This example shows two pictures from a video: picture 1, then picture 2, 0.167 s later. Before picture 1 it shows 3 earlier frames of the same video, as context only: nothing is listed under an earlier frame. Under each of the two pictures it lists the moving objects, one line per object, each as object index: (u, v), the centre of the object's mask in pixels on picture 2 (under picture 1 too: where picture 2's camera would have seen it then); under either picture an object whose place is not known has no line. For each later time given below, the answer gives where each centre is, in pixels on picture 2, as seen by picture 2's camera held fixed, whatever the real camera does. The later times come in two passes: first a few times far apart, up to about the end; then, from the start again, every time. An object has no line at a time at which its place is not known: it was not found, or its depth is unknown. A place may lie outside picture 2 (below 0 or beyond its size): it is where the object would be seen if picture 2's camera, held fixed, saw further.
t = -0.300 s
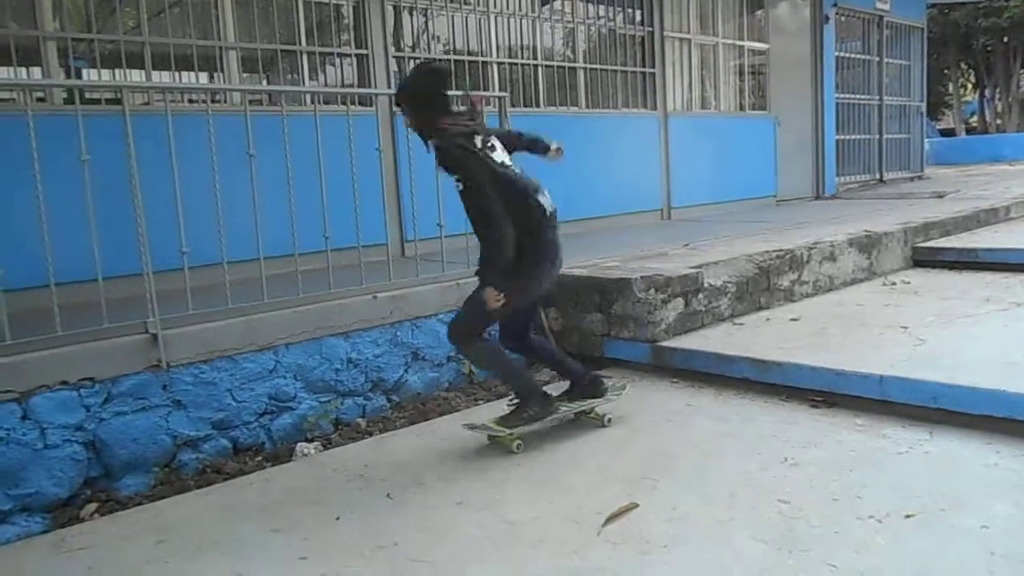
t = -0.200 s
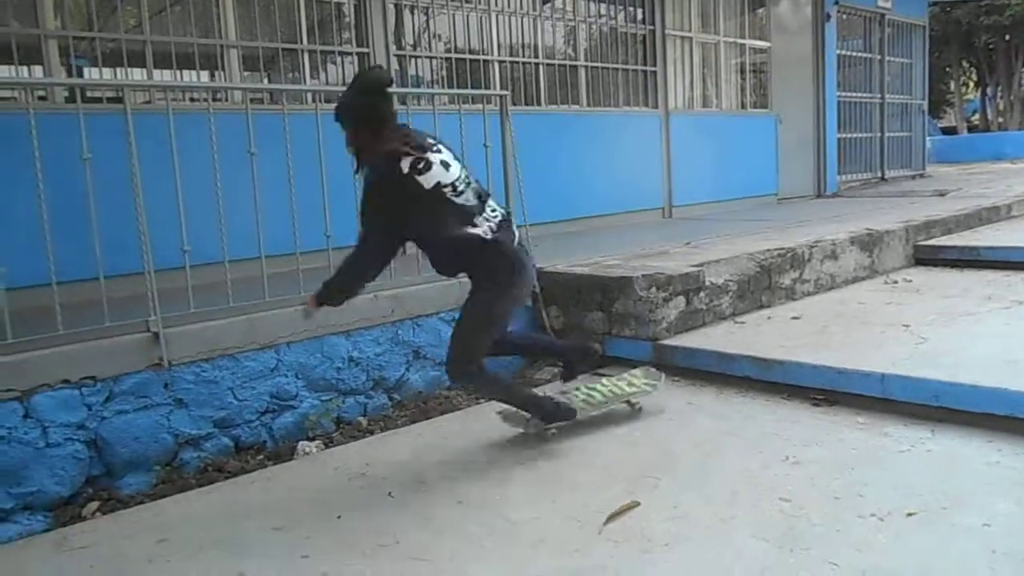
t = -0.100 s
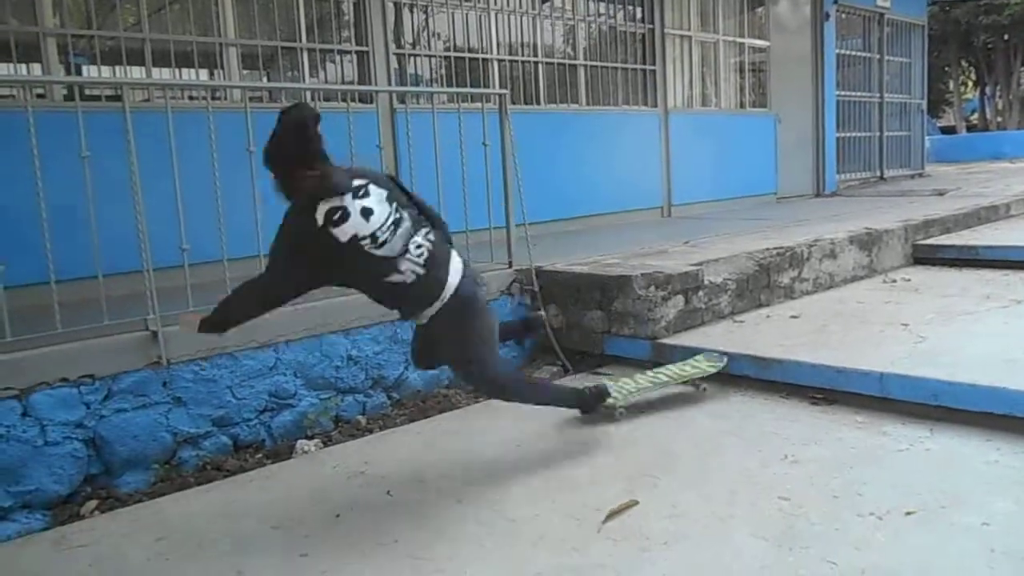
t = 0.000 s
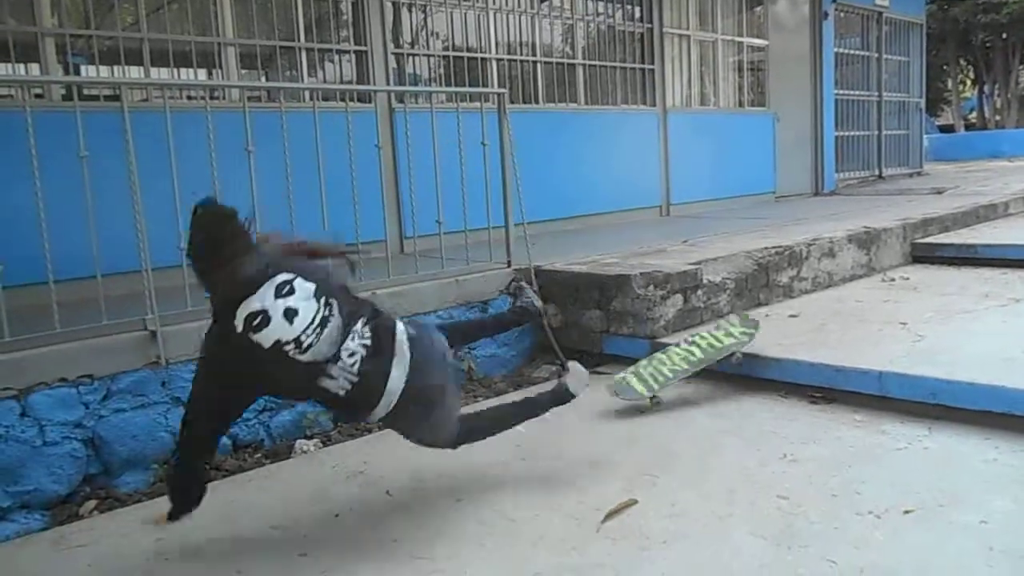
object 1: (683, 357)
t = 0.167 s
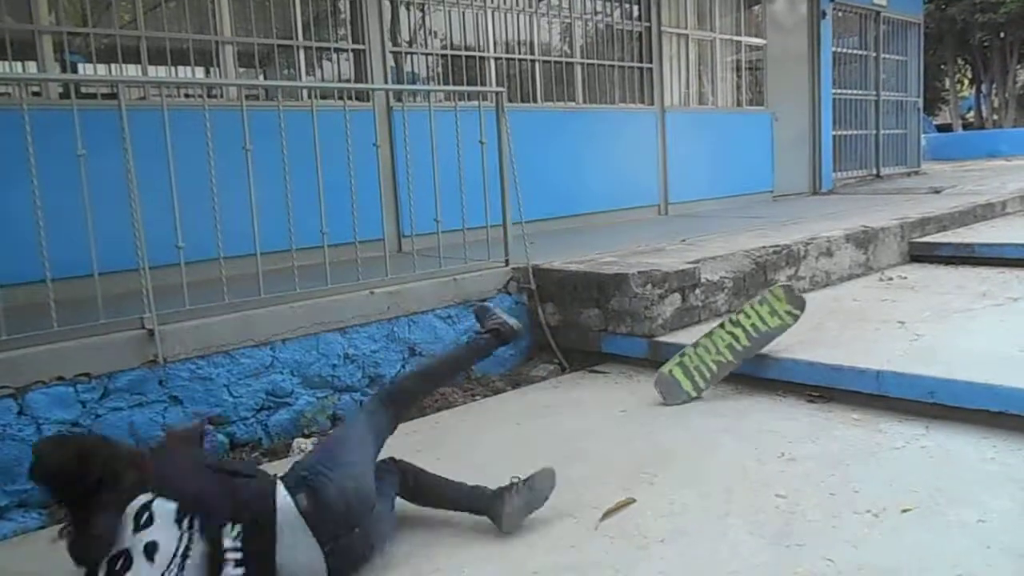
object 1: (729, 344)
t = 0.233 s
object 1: (744, 346)
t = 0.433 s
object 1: (760, 343)
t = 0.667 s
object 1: (756, 349)
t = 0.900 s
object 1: (744, 352)
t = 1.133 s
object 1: (729, 355)
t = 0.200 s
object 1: (737, 346)
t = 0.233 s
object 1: (744, 346)
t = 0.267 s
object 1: (747, 346)
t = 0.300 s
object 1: (752, 345)
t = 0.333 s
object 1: (755, 344)
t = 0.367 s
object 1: (758, 344)
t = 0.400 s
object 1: (757, 343)
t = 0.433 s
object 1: (760, 343)
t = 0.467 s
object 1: (760, 344)
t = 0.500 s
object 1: (758, 344)
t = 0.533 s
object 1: (758, 346)
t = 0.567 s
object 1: (757, 346)
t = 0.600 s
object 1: (757, 346)
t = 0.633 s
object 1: (757, 348)
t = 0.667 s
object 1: (756, 349)
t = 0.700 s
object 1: (755, 349)
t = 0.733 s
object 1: (754, 349)
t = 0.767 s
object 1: (752, 350)
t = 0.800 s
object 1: (749, 351)
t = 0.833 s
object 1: (747, 352)
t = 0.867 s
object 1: (746, 352)
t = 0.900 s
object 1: (744, 352)
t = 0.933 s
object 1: (741, 353)
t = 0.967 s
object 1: (739, 353)
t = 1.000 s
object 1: (737, 354)
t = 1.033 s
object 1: (735, 354)
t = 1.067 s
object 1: (733, 354)
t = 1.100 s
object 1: (730, 355)
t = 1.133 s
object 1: (729, 355)
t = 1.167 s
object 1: (727, 356)
